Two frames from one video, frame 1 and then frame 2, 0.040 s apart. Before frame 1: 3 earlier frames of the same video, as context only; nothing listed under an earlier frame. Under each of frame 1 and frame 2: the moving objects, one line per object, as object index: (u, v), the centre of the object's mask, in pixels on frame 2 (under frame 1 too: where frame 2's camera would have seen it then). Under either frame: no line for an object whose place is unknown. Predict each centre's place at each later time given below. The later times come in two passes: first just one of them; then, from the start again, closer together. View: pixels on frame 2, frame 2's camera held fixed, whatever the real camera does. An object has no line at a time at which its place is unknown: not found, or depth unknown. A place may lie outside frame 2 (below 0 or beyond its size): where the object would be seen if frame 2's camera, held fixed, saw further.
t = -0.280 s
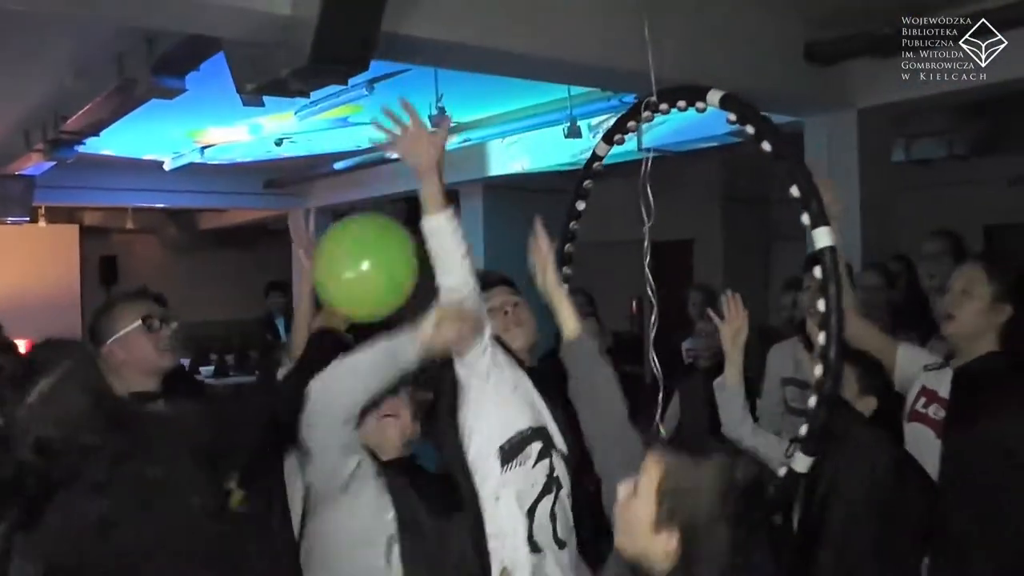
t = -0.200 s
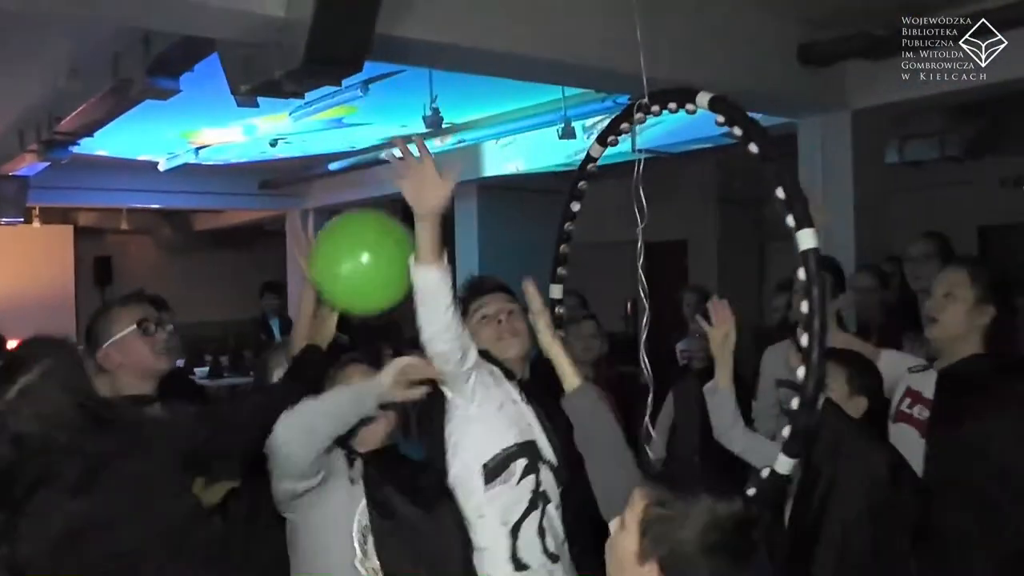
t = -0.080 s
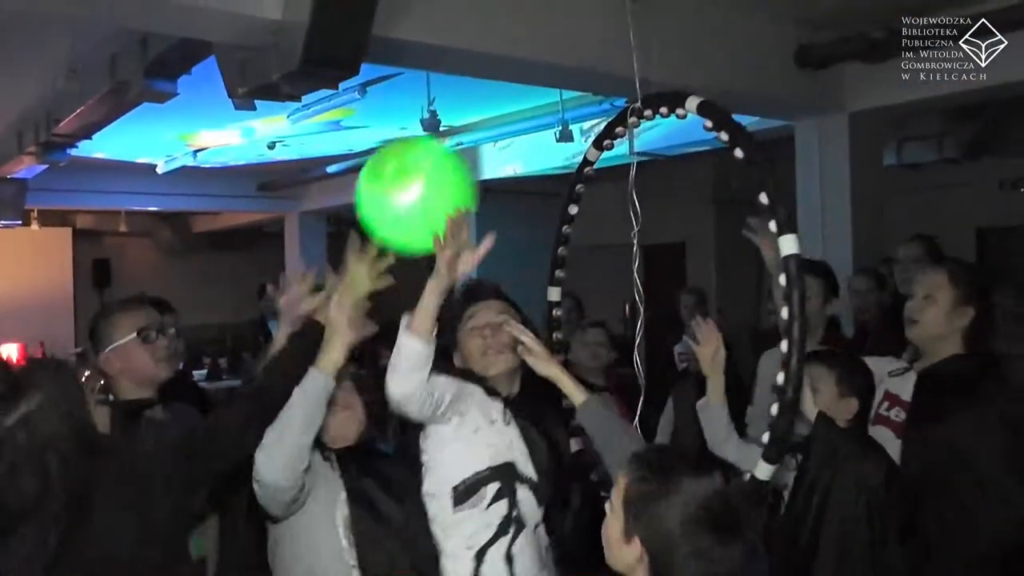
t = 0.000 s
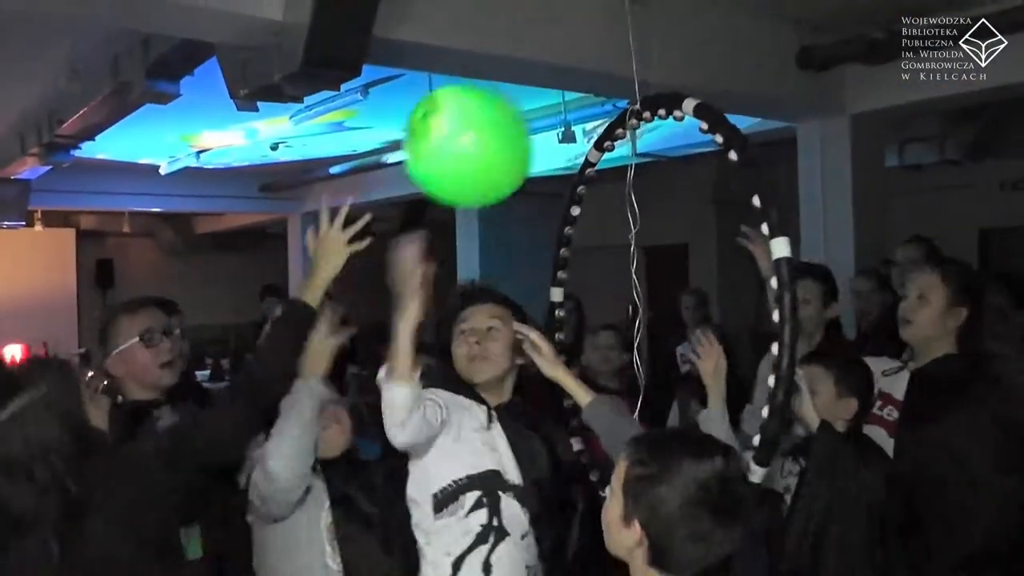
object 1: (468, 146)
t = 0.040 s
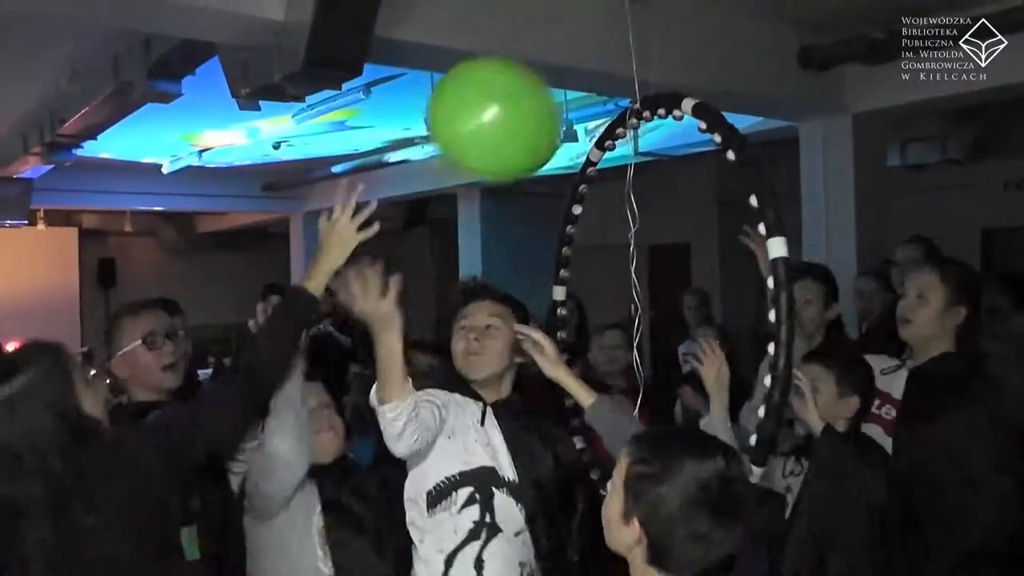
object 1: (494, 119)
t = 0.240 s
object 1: (602, 51)
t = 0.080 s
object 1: (519, 95)
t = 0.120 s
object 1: (542, 76)
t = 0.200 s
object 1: (585, 55)
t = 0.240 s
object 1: (602, 51)
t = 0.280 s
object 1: (620, 49)
